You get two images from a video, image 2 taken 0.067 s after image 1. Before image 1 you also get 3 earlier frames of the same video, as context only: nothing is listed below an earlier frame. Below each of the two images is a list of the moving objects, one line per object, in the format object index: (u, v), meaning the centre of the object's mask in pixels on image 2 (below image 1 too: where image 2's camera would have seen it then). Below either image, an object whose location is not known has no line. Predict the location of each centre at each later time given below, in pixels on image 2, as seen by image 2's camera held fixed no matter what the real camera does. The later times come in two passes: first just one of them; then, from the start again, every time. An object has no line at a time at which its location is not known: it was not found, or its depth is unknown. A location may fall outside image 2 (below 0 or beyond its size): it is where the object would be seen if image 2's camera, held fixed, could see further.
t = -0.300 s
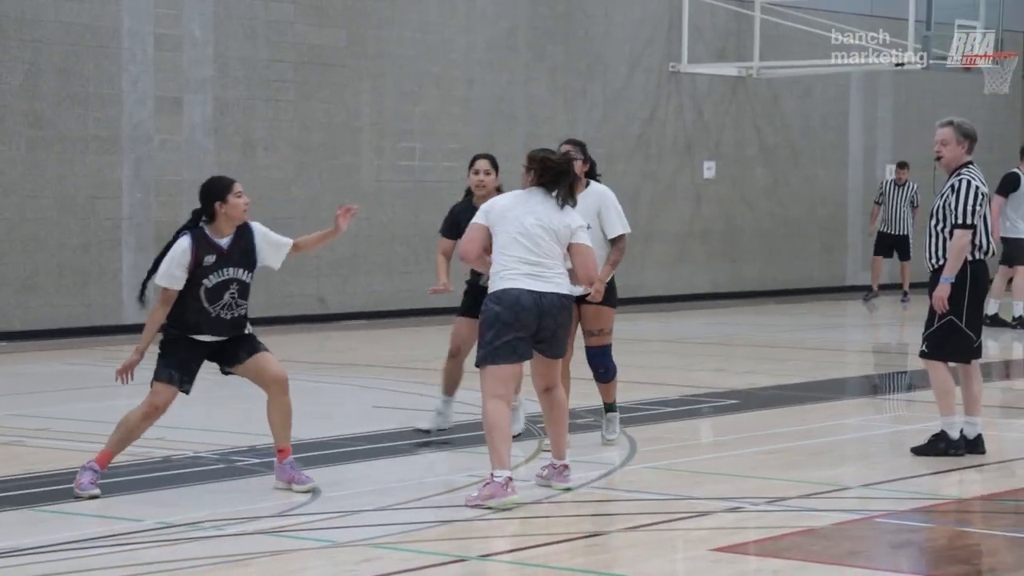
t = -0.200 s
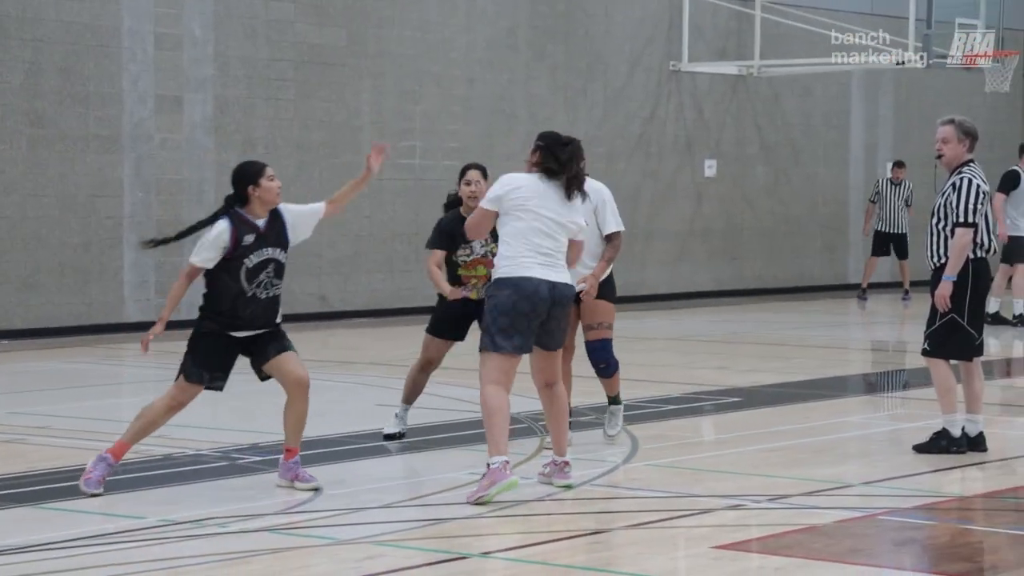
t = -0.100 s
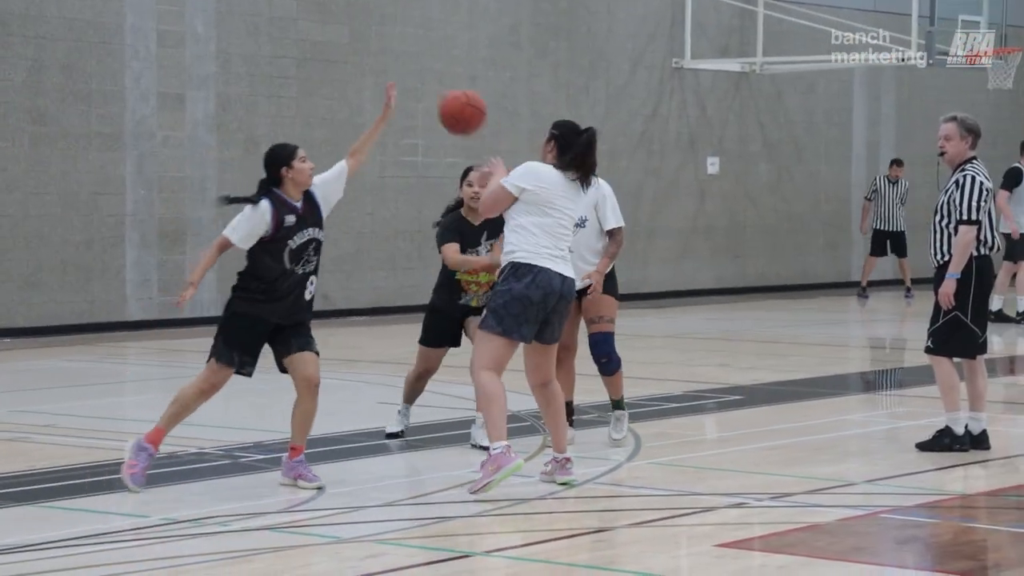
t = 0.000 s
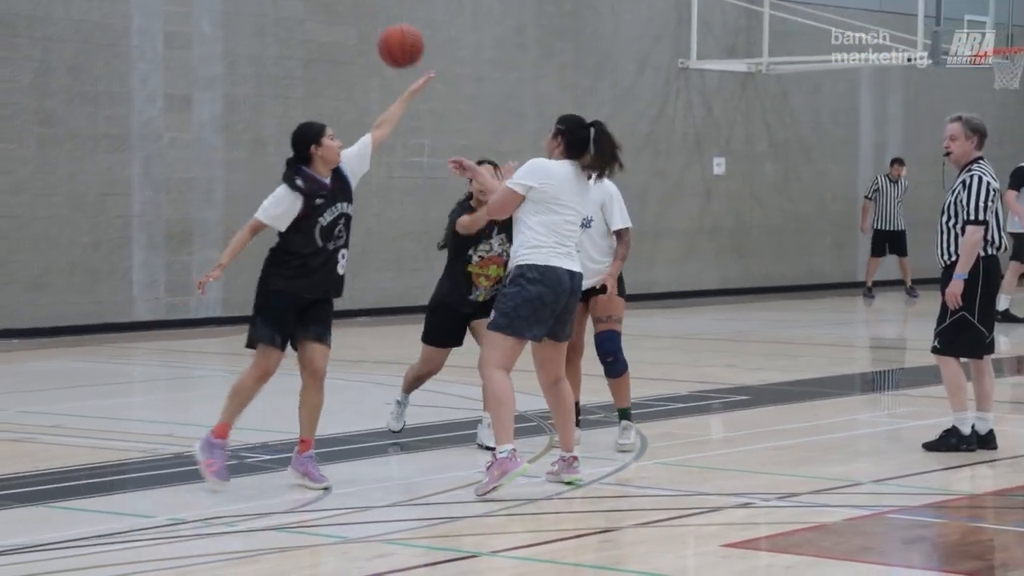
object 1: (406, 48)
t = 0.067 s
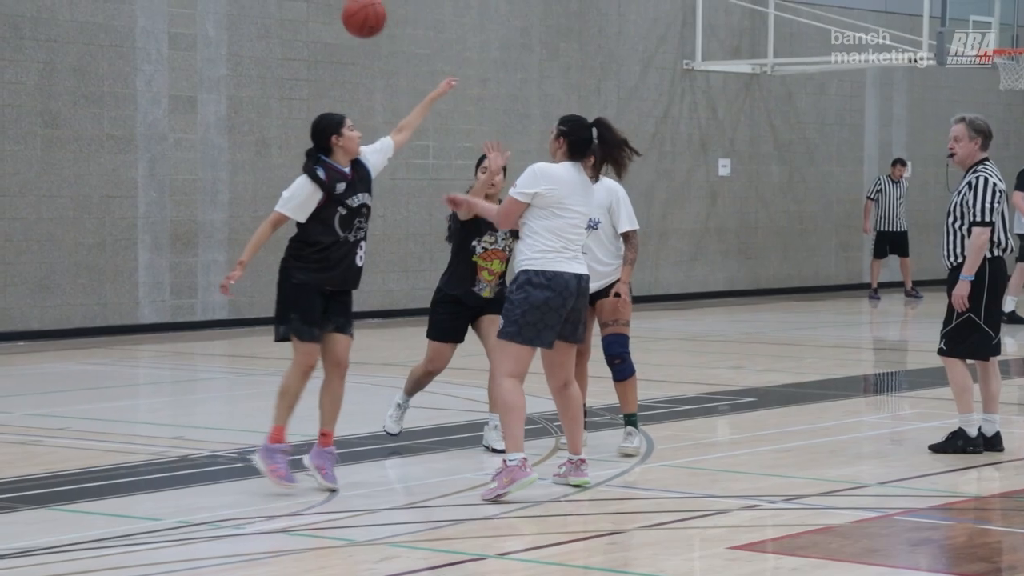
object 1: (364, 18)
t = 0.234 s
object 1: (268, -17)
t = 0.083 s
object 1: (353, 13)
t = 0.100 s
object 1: (343, 10)
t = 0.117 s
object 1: (333, 7)
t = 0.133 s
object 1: (323, 3)
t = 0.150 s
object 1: (314, 0)
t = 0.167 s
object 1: (304, -4)
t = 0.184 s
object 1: (295, -8)
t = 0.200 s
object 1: (286, -11)
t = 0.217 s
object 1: (277, -14)
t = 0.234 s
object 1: (268, -17)
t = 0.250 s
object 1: (259, -19)
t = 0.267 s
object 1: (250, -22)
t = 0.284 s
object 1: (242, -25)
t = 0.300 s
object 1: (233, -28)
